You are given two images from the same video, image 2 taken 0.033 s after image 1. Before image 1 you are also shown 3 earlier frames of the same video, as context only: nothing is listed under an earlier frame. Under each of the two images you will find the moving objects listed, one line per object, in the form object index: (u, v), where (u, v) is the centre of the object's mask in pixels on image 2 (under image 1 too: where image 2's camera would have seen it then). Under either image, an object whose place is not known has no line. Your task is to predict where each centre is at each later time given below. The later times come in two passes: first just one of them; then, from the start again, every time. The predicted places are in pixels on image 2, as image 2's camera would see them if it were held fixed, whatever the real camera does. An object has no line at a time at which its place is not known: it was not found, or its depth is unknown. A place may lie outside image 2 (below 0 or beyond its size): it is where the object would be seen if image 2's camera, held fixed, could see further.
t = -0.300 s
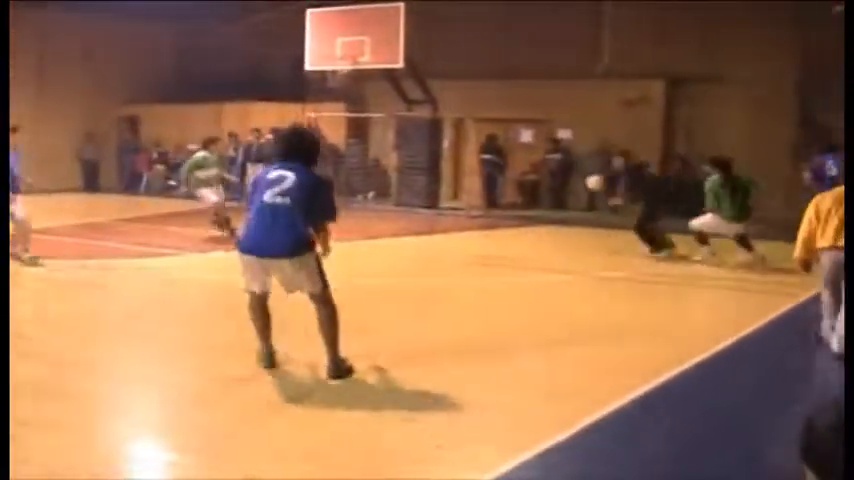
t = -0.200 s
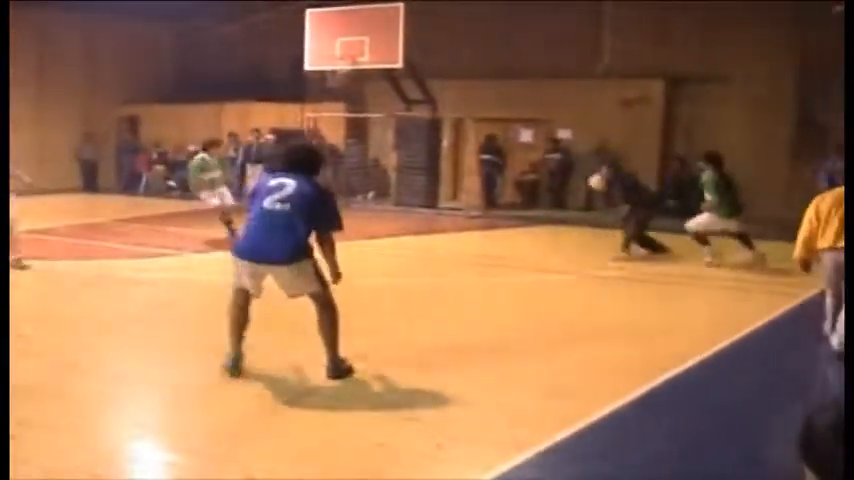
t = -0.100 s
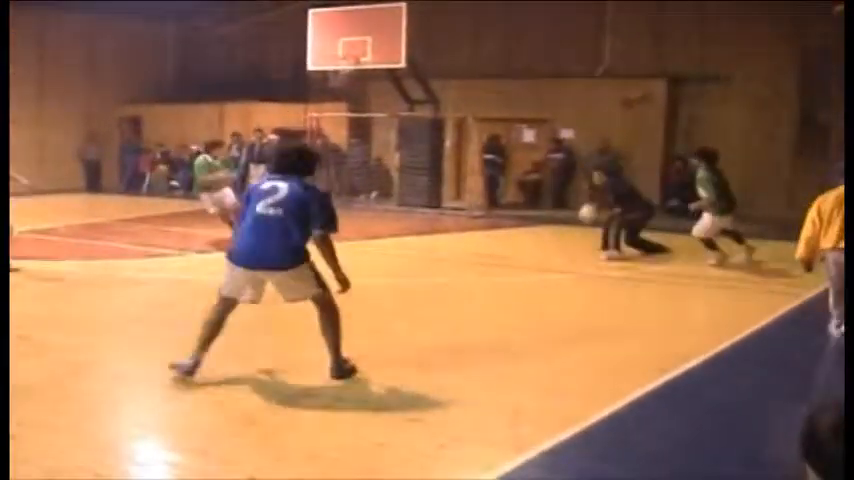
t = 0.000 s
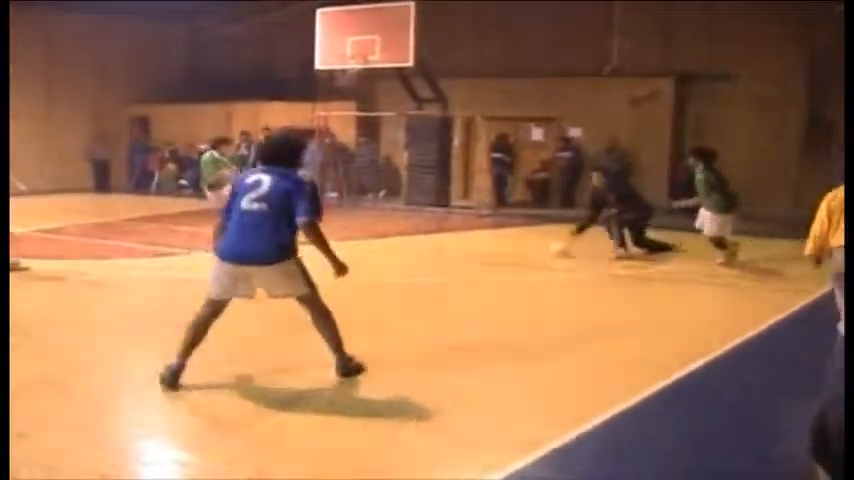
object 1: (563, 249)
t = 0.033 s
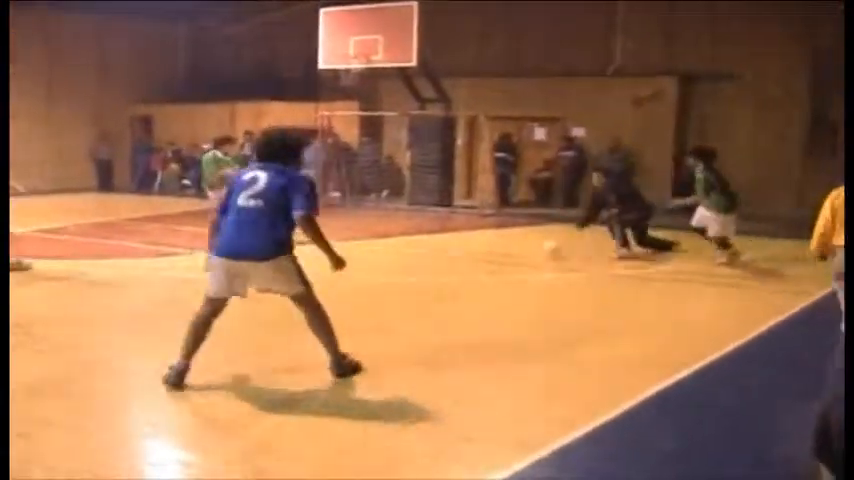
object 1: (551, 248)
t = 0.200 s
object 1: (481, 255)
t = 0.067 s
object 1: (539, 247)
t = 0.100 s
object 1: (527, 248)
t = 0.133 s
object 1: (514, 248)
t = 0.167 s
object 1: (499, 251)
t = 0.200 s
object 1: (481, 255)
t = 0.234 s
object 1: (463, 259)
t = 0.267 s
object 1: (446, 267)
